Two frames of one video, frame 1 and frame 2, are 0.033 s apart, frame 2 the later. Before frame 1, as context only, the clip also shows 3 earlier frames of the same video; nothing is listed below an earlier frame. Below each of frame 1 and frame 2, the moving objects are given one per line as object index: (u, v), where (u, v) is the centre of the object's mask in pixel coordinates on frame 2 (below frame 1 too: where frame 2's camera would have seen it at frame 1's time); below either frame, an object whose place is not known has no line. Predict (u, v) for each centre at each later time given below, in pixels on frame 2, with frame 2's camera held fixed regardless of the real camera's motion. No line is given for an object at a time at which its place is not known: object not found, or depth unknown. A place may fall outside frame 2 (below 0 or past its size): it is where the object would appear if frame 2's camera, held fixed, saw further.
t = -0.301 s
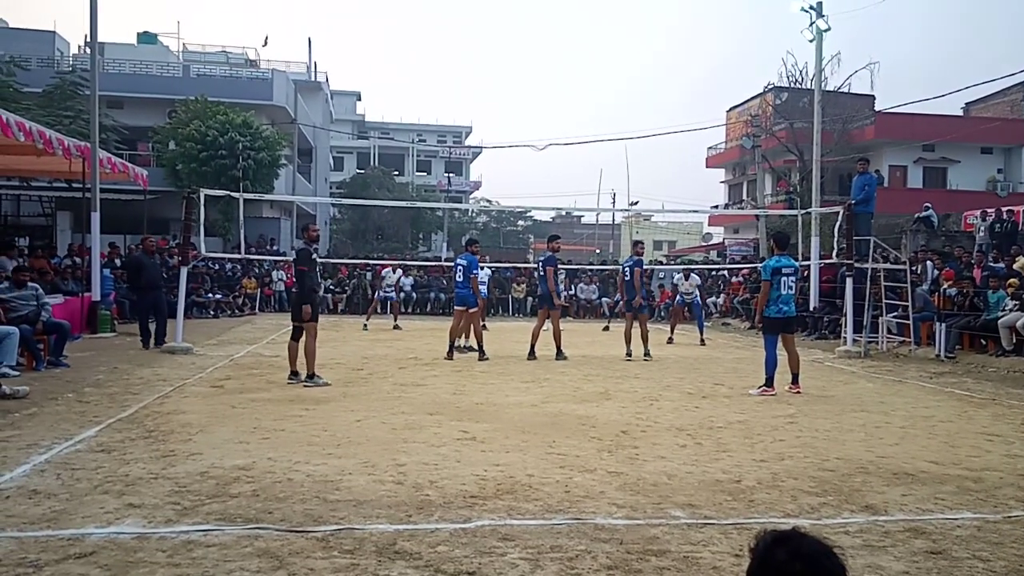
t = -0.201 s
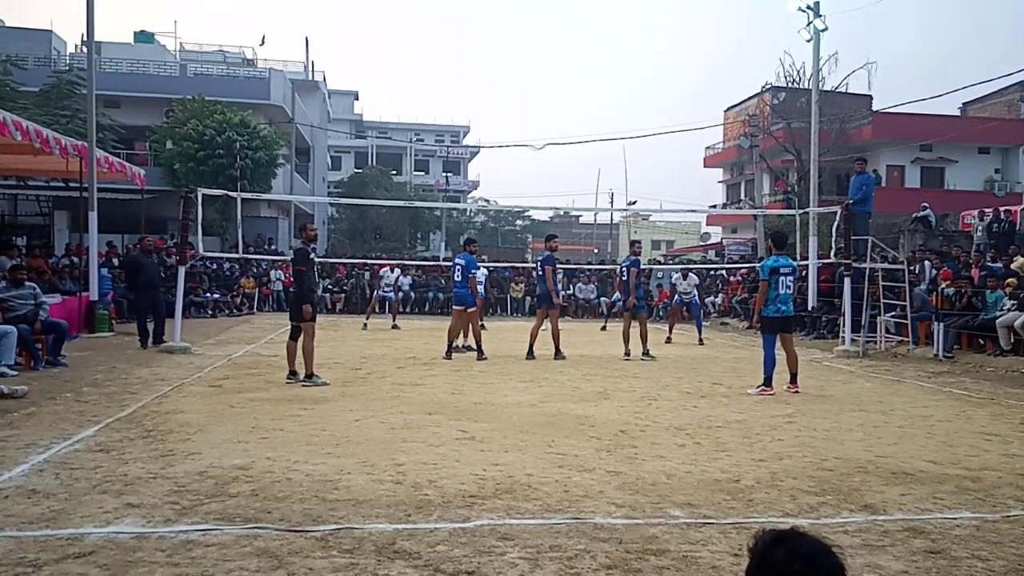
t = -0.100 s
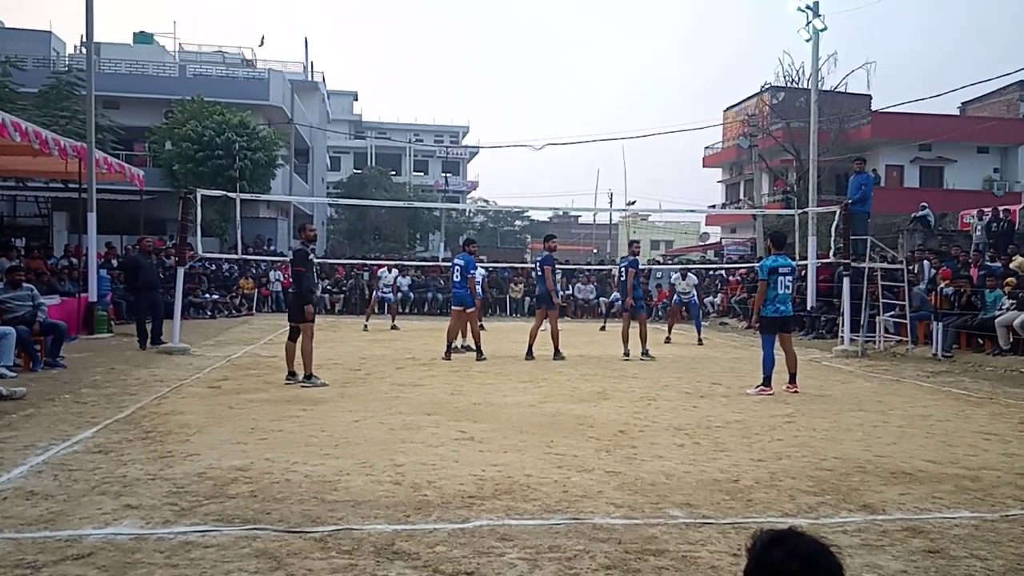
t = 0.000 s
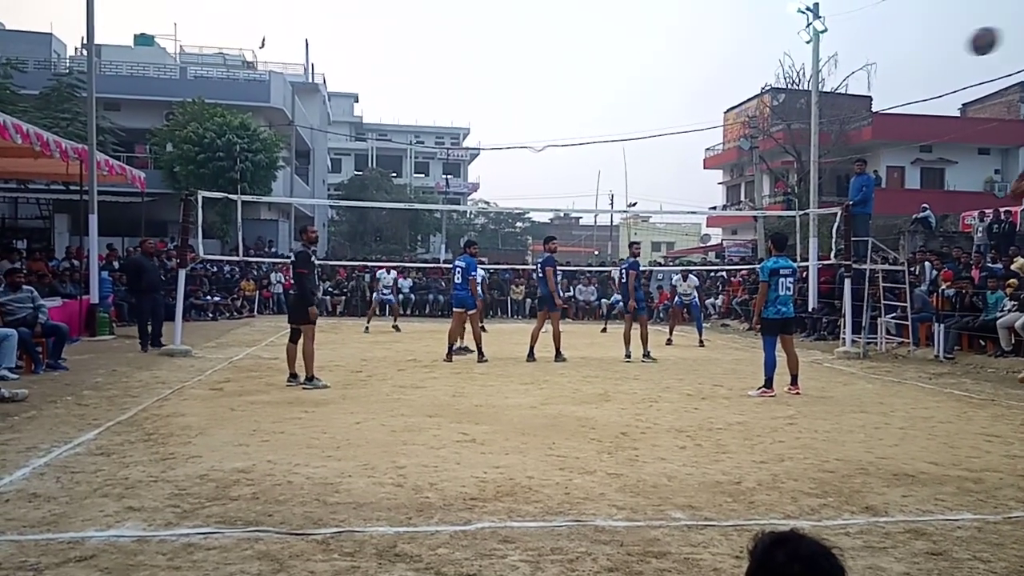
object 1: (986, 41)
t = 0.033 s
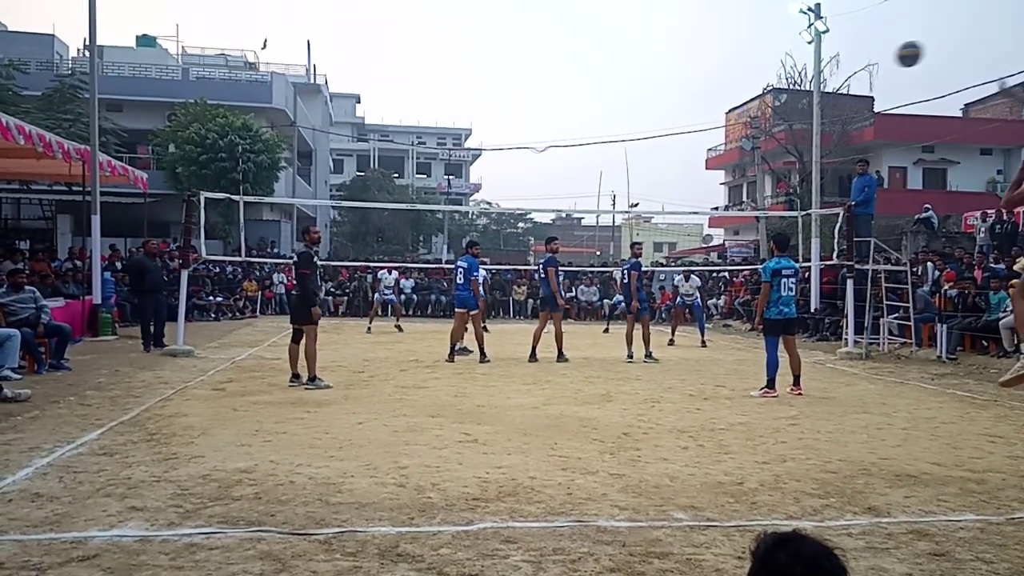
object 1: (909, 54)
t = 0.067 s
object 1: (846, 67)
